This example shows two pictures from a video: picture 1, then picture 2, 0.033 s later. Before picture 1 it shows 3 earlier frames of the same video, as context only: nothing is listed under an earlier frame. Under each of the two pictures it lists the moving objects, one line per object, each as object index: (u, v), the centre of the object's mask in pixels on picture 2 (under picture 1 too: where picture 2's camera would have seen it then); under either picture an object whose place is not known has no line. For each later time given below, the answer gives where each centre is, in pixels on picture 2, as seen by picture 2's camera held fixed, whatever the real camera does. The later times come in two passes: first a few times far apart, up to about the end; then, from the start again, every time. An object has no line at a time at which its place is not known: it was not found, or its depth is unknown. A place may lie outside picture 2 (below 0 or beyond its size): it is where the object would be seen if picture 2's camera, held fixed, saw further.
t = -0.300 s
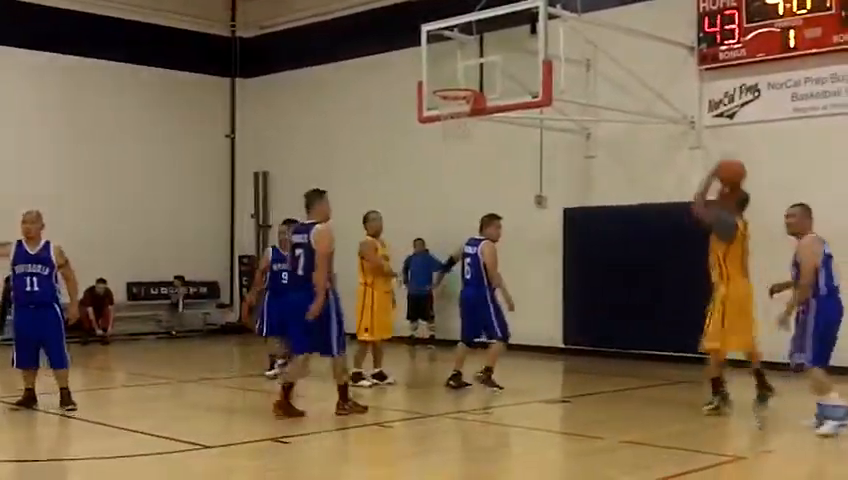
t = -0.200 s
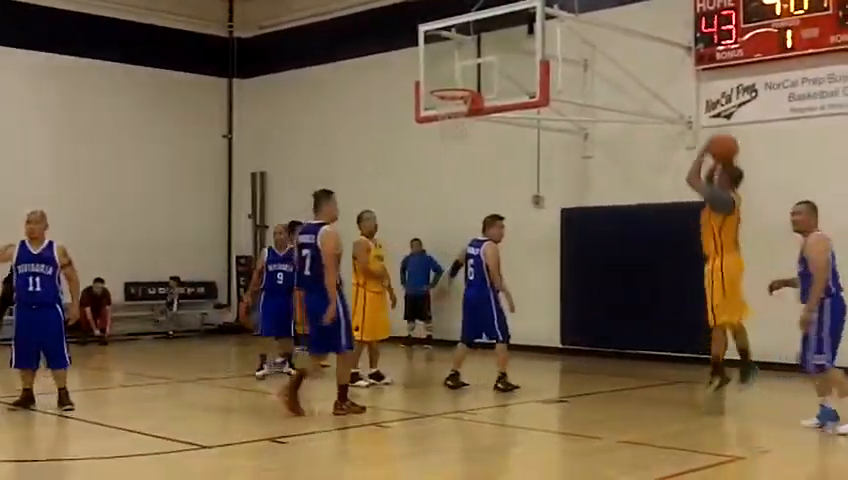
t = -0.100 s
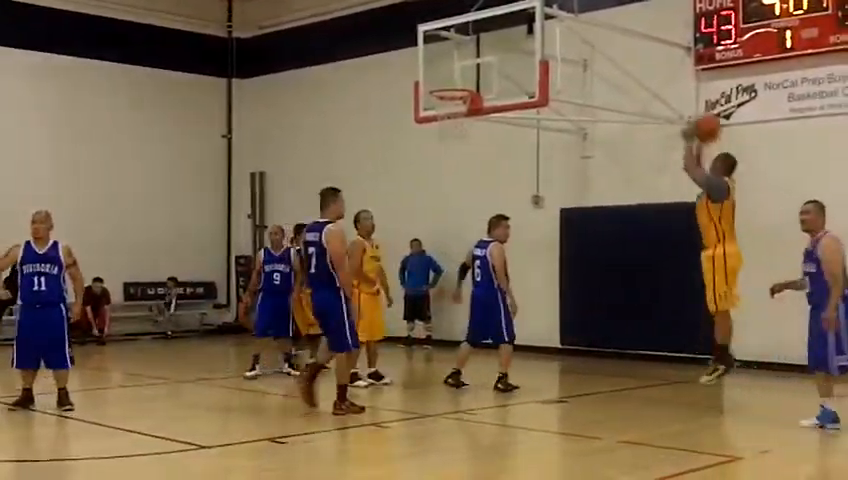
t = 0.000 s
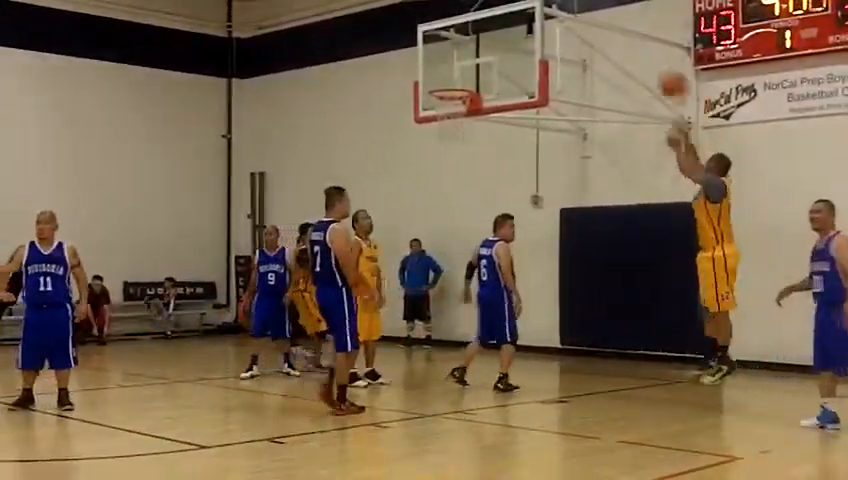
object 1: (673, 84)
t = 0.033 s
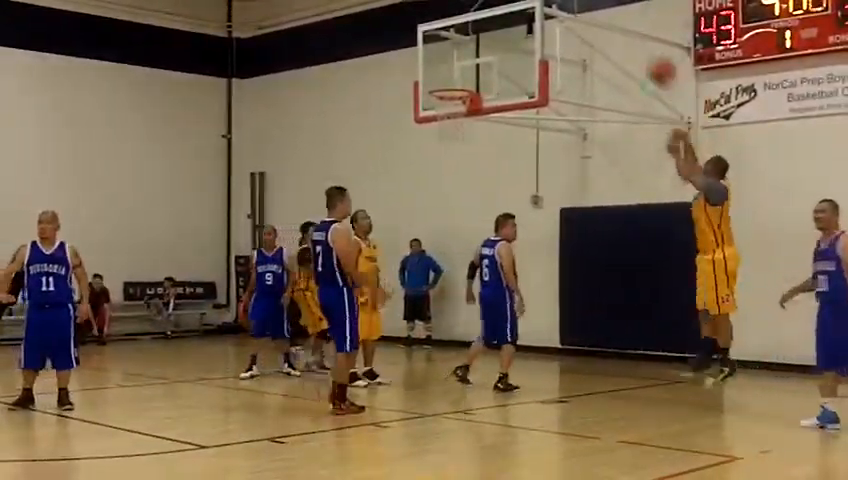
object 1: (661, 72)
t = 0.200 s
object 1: (603, 26)
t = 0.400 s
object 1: (536, 14)
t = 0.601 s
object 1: (482, 39)
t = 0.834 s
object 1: (451, 75)
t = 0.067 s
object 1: (649, 60)
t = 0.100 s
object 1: (637, 49)
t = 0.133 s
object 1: (625, 41)
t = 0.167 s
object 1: (615, 33)
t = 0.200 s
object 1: (603, 26)
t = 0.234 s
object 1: (592, 22)
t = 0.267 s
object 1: (580, 18)
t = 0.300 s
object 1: (569, 15)
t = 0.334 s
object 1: (562, 13)
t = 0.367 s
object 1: (550, 12)
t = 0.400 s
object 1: (536, 14)
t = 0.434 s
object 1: (527, 16)
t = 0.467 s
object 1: (519, 18)
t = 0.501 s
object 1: (508, 21)
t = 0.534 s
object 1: (499, 26)
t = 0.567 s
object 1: (489, 32)
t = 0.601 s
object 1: (482, 39)
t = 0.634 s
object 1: (469, 48)
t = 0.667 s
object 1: (464, 54)
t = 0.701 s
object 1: (455, 67)
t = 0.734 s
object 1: (446, 75)
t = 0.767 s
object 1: (440, 85)
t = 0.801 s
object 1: (442, 83)
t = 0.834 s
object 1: (451, 75)
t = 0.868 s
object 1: (459, 70)
